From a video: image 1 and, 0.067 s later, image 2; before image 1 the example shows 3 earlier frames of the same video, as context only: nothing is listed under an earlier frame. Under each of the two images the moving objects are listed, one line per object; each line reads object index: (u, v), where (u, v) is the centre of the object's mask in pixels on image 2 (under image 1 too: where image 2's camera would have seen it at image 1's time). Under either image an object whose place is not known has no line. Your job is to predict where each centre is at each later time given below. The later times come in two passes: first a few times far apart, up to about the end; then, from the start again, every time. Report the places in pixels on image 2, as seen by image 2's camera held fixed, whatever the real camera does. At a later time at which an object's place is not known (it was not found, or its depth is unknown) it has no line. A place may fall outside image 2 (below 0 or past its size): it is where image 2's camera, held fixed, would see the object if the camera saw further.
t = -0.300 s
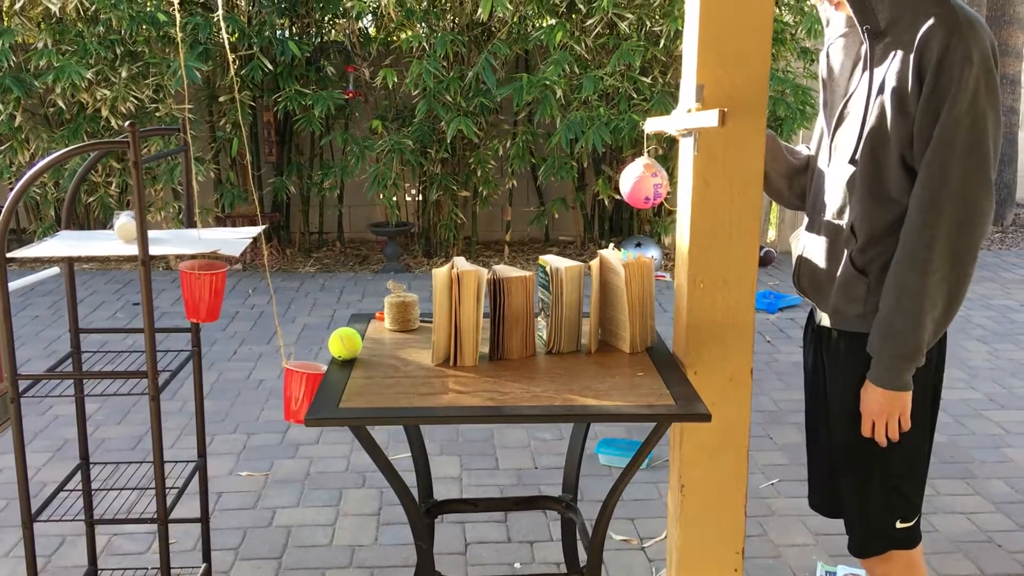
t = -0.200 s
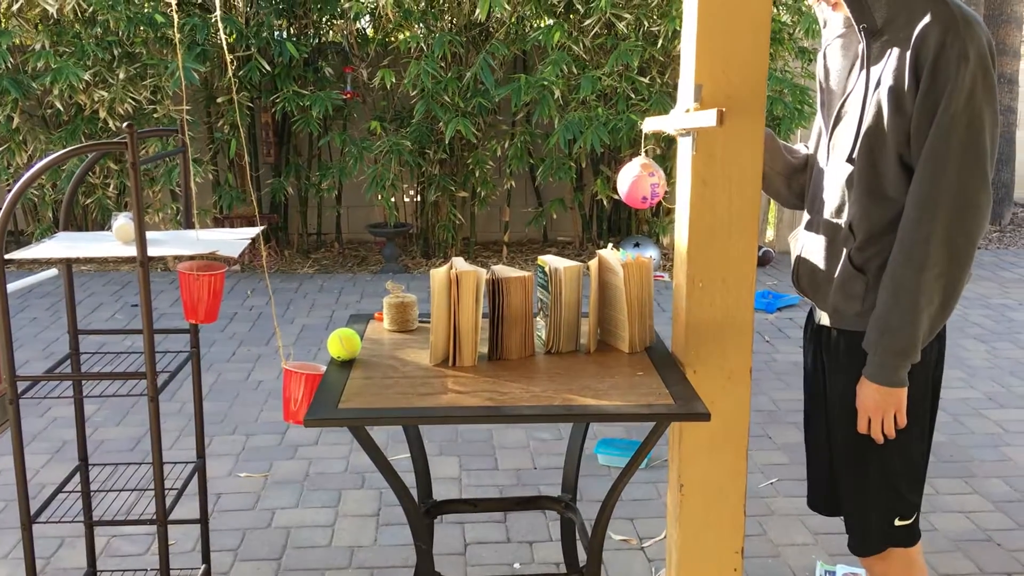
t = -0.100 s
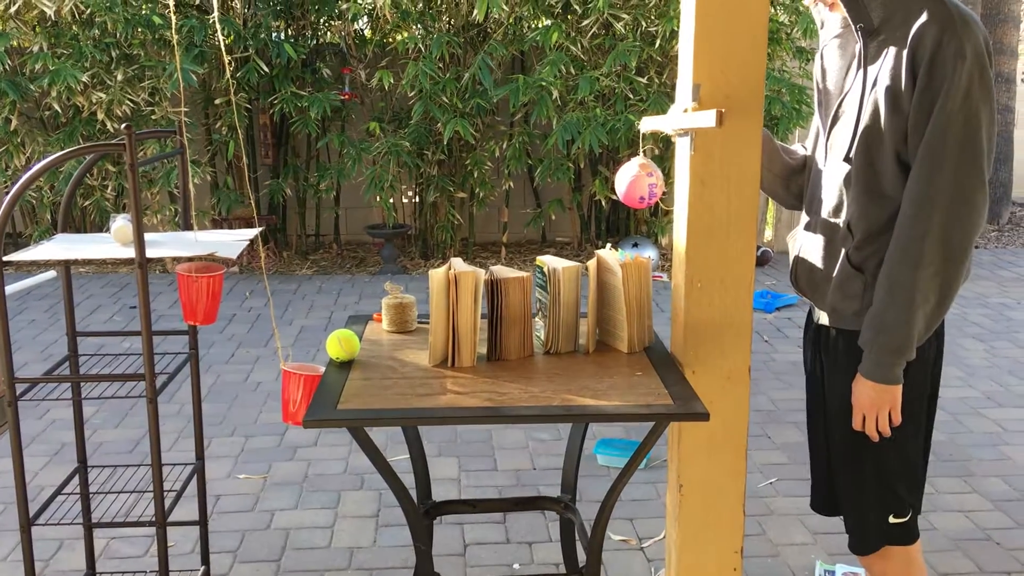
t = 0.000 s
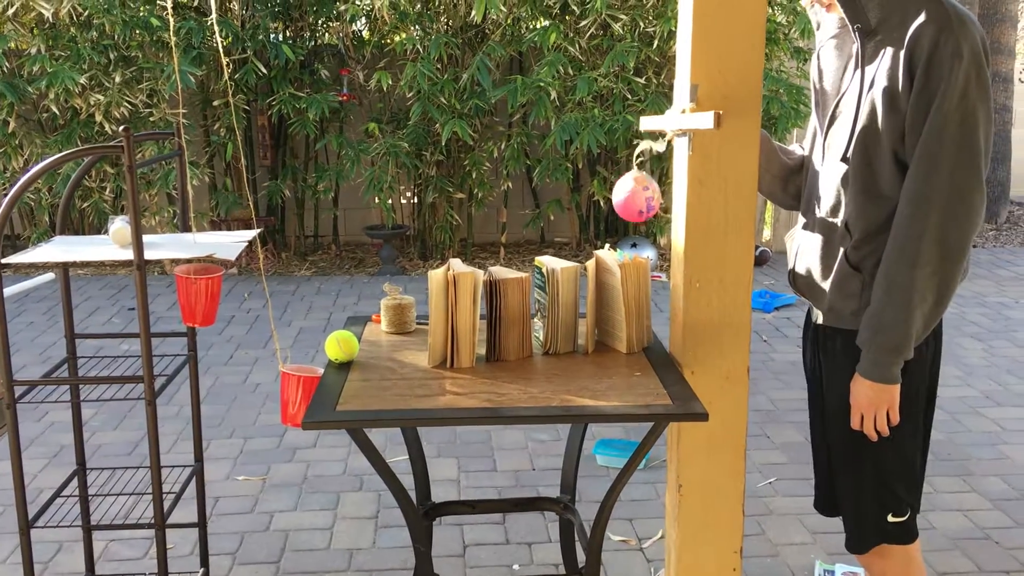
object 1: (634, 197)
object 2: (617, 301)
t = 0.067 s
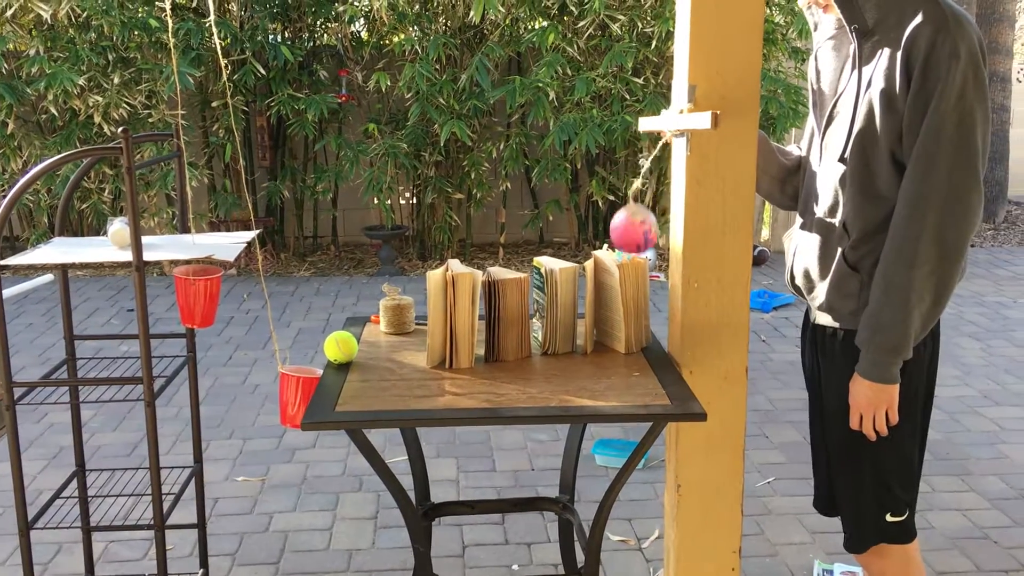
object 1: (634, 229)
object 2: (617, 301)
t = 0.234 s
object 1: (644, 258)
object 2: (613, 303)
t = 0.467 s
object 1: (642, 261)
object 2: (613, 305)
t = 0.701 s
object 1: (644, 277)
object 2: (607, 307)
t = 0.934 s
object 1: (643, 291)
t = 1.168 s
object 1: (649, 297)
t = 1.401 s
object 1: (638, 295)
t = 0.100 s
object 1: (637, 243)
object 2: (617, 301)
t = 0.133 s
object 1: (646, 251)
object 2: (617, 301)
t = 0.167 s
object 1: (652, 256)
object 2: (616, 302)
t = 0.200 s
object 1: (649, 258)
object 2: (613, 302)
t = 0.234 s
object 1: (644, 258)
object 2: (613, 303)
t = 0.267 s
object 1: (639, 254)
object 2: (614, 304)
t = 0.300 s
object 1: (636, 251)
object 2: (616, 303)
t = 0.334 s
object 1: (634, 250)
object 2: (615, 303)
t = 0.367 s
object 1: (634, 250)
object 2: (614, 304)
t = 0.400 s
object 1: (635, 251)
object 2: (614, 305)
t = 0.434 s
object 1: (638, 255)
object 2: (613, 305)
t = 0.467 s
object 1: (642, 261)
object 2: (613, 305)
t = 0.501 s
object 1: (646, 267)
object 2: (613, 305)
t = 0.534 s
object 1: (649, 275)
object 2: (612, 305)
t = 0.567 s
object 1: (647, 276)
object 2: (612, 306)
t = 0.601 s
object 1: (642, 276)
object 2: (610, 307)
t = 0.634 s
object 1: (641, 274)
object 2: (608, 307)
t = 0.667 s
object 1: (639, 272)
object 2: (607, 307)
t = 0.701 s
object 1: (644, 277)
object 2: (607, 307)
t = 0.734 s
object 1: (645, 282)
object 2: (607, 307)
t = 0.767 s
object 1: (646, 286)
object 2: (607, 308)
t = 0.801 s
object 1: (645, 280)
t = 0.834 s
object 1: (643, 279)
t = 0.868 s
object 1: (640, 281)
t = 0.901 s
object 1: (643, 290)
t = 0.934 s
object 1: (643, 291)
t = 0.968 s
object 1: (643, 291)
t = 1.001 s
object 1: (644, 293)
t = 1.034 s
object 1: (645, 299)
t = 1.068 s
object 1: (645, 300)
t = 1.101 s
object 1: (648, 297)
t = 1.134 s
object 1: (650, 286)
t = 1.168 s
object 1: (649, 297)
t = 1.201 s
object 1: (645, 298)
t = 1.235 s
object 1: (643, 286)
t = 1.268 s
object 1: (643, 284)
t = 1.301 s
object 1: (642, 284)
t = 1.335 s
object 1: (633, 293)
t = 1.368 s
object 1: (636, 293)
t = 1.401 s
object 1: (638, 295)
